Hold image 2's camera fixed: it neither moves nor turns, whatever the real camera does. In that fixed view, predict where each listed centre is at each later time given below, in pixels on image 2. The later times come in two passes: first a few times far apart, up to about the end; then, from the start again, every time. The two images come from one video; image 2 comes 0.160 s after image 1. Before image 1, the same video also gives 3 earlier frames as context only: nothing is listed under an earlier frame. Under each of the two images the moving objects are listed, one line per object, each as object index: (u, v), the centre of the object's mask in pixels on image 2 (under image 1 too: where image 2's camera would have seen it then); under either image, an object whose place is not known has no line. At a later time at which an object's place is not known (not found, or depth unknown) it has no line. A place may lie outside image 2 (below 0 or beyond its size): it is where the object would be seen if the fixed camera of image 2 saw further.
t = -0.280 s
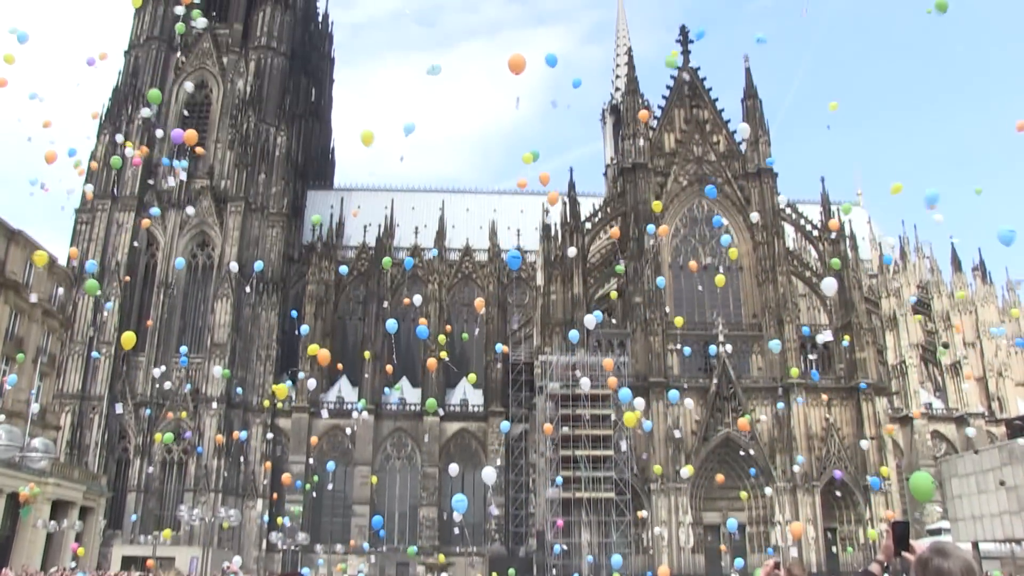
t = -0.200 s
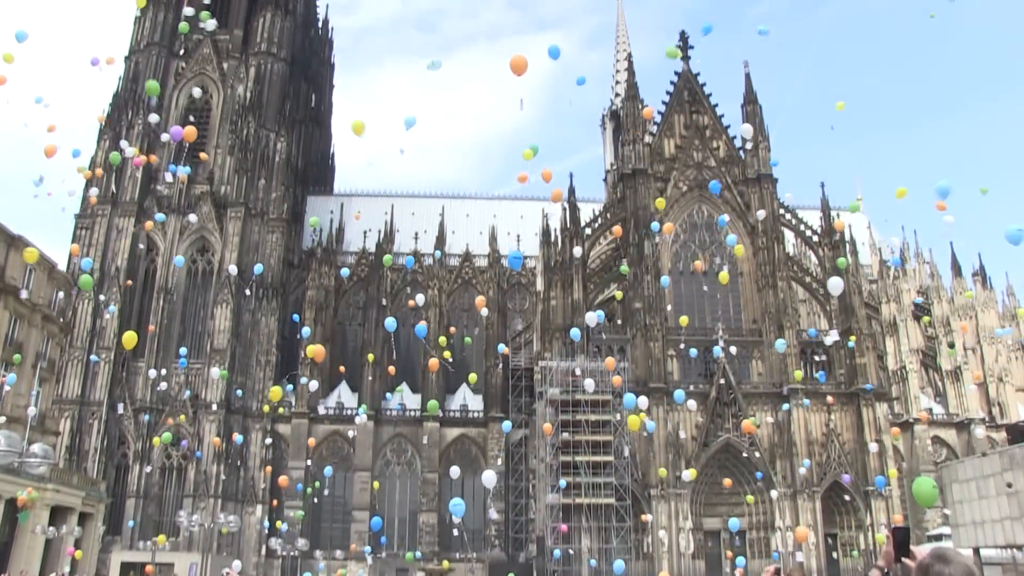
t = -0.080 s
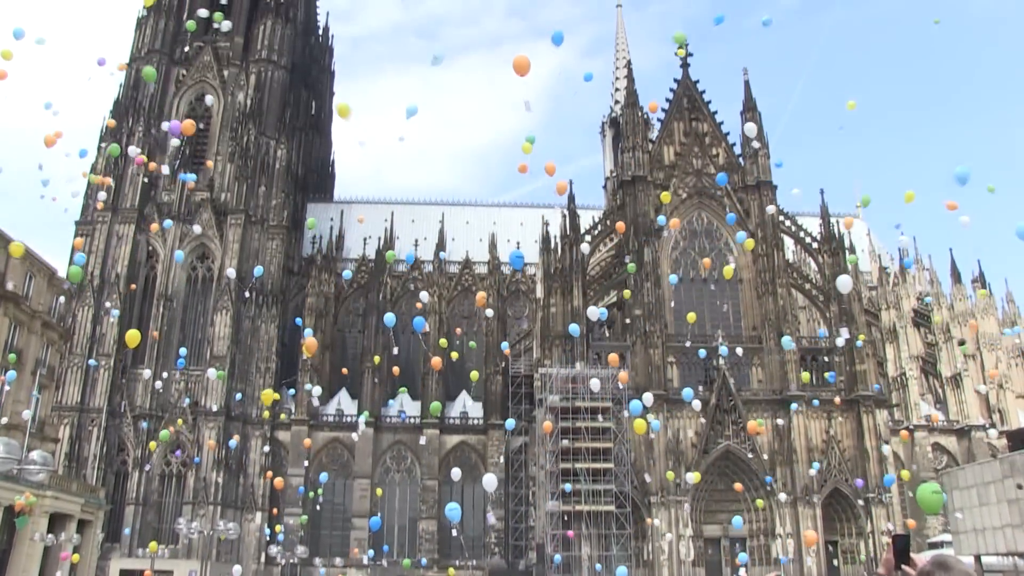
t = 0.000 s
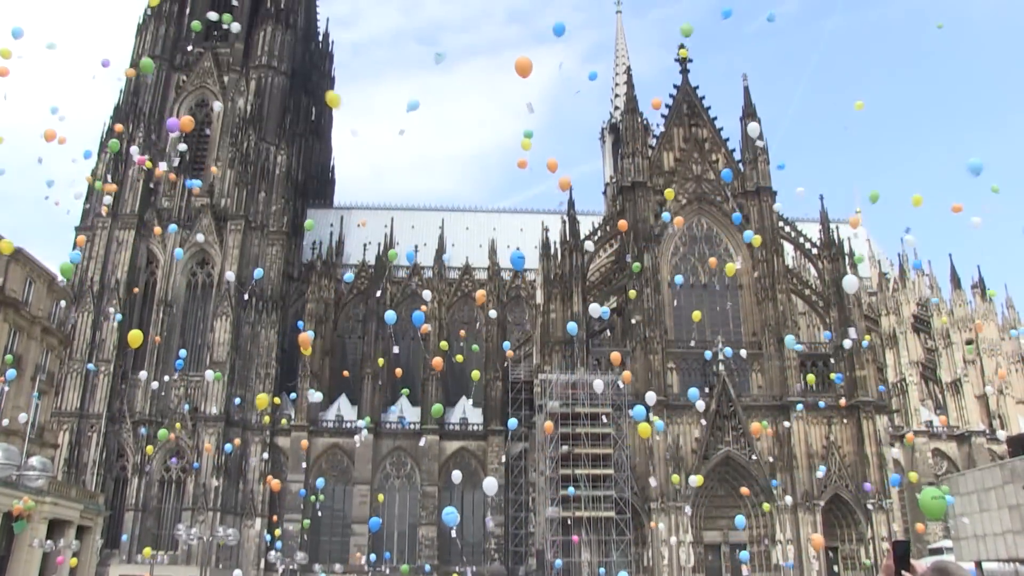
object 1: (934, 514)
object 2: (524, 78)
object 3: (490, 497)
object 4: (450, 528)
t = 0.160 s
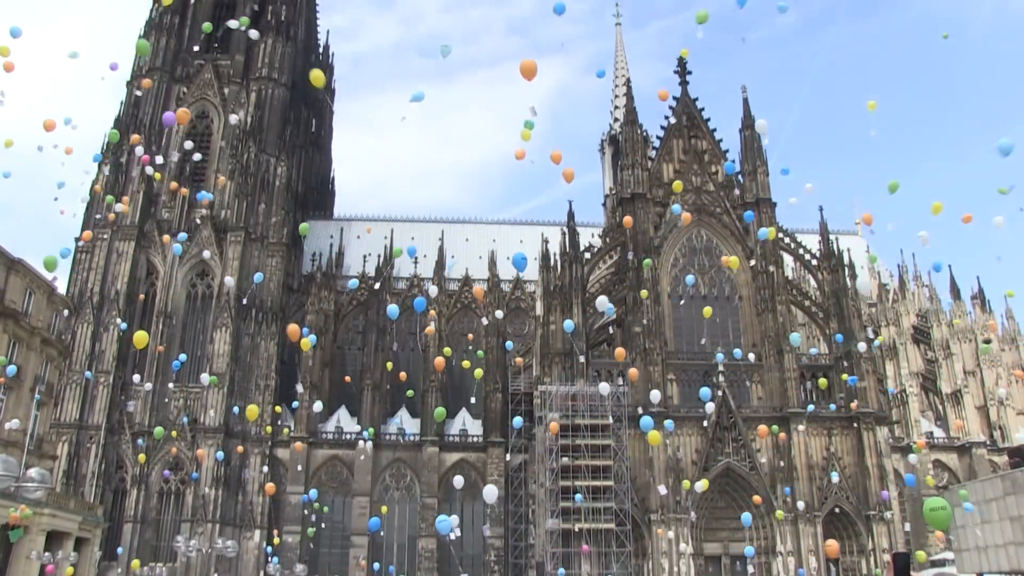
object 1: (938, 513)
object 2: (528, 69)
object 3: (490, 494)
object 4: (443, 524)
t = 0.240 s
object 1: (938, 512)
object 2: (531, 64)
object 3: (489, 492)
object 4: (440, 522)
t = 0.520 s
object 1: (933, 506)
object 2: (540, 44)
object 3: (480, 484)
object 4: (431, 512)
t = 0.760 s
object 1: (914, 490)
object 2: (547, 25)
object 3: (470, 475)
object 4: (424, 505)
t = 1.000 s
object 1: (885, 467)
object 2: (555, 3)
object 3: (458, 465)
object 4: (414, 500)
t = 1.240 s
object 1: (846, 441)
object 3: (441, 455)
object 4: (400, 495)
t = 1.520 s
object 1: (799, 420)
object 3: (420, 443)
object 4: (379, 493)
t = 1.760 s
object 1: (755, 408)
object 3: (405, 431)
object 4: (363, 493)
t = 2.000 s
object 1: (710, 400)
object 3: (394, 419)
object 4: (347, 493)
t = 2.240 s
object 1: (664, 393)
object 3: (384, 410)
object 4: (329, 491)
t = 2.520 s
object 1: (613, 381)
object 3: (370, 399)
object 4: (312, 489)
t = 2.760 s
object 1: (569, 365)
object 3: (358, 387)
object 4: (302, 487)
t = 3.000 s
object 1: (524, 340)
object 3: (348, 374)
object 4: (294, 485)
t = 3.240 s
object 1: (484, 312)
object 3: (340, 362)
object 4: (284, 483)
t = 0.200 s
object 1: (938, 512)
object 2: (530, 67)
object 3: (490, 492)
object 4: (441, 523)
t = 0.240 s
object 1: (938, 512)
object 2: (531, 64)
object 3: (489, 492)
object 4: (440, 522)
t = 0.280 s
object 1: (938, 511)
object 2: (532, 62)
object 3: (489, 491)
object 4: (439, 521)
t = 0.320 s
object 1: (938, 511)
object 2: (533, 59)
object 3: (488, 490)
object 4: (437, 519)
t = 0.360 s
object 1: (938, 511)
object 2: (534, 56)
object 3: (487, 489)
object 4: (435, 518)
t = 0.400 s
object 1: (937, 510)
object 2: (536, 53)
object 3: (485, 488)
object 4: (434, 516)
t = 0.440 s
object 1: (936, 509)
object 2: (537, 50)
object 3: (484, 486)
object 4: (433, 515)
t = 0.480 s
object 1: (935, 508)
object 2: (538, 48)
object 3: (482, 485)
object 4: (432, 514)
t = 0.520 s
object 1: (933, 506)
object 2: (540, 44)
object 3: (480, 484)
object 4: (431, 512)
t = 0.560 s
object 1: (931, 504)
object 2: (541, 41)
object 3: (479, 483)
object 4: (430, 511)
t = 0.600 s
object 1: (928, 502)
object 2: (542, 38)
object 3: (477, 481)
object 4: (429, 510)
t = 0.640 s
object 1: (925, 499)
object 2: (543, 35)
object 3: (475, 480)
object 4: (428, 509)
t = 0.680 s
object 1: (922, 497)
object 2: (544, 31)
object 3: (474, 478)
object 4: (427, 507)
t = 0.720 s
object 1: (918, 494)
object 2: (546, 28)
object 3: (472, 477)
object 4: (425, 506)
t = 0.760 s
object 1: (914, 490)
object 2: (547, 25)
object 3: (470, 475)
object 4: (424, 505)
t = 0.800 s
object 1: (910, 486)
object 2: (548, 21)
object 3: (468, 473)
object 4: (423, 504)
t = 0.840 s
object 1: (906, 483)
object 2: (549, 18)
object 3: (466, 472)
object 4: (421, 503)
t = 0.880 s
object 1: (900, 479)
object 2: (551, 14)
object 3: (464, 470)
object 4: (419, 502)
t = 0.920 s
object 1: (895, 475)
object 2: (552, 11)
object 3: (462, 468)
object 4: (418, 501)
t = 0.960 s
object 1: (890, 471)
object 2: (554, 7)
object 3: (460, 467)
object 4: (416, 501)
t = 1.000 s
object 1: (885, 467)
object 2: (555, 3)
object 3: (458, 465)
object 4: (414, 500)
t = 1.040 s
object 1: (878, 462)
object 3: (455, 463)
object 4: (412, 499)
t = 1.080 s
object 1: (873, 458)
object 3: (452, 461)
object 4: (410, 498)
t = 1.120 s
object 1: (866, 453)
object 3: (450, 460)
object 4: (407, 497)
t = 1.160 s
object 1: (860, 449)
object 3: (447, 458)
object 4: (405, 497)
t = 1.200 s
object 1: (853, 445)
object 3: (444, 457)
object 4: (402, 496)
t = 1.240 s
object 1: (846, 441)
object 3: (441, 455)
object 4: (400, 495)
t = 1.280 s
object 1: (840, 438)
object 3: (437, 454)
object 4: (396, 495)
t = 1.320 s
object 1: (833, 434)
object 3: (434, 452)
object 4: (394, 495)
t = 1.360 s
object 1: (826, 431)
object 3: (431, 450)
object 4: (390, 494)
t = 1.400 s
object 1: (819, 428)
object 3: (428, 449)
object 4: (388, 494)
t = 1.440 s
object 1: (813, 425)
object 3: (425, 447)
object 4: (385, 494)
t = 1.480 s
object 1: (806, 422)
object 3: (423, 445)
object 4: (382, 494)
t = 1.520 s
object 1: (799, 420)
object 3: (420, 443)
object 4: (379, 493)
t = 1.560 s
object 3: (417, 441)
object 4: (376, 493)
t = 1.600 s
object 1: (784, 415)
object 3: (414, 440)
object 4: (374, 494)
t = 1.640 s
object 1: (777, 413)
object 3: (412, 438)
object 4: (371, 493)
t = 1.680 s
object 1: (770, 411)
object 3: (410, 436)
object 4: (368, 493)
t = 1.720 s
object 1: (762, 409)
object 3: (408, 433)
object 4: (366, 493)
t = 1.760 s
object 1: (755, 408)
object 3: (405, 431)
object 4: (363, 493)
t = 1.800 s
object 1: (748, 407)
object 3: (404, 429)
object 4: (361, 493)
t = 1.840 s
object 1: (740, 405)
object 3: (402, 427)
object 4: (358, 493)
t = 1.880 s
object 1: (732, 404)
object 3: (400, 425)
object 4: (355, 493)
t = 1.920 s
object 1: (724, 403)
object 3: (398, 423)
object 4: (353, 494)
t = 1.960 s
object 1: (717, 402)
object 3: (396, 422)
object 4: (350, 494)
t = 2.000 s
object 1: (710, 400)
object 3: (394, 419)
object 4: (347, 493)
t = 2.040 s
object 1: (702, 399)
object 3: (392, 418)
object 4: (344, 493)
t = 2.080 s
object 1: (695, 397)
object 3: (390, 416)
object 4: (342, 493)
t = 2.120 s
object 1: (688, 396)
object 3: (389, 415)
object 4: (338, 493)
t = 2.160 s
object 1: (680, 395)
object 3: (387, 413)
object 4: (335, 492)
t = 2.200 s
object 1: (672, 394)
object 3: (386, 412)
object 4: (332, 492)
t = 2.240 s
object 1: (664, 393)
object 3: (384, 410)
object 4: (329, 491)
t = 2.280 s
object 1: (657, 391)
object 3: (382, 408)
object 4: (326, 491)
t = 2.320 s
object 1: (650, 390)
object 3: (380, 407)
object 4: (324, 491)
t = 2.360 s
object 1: (642, 389)
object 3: (378, 405)
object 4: (321, 491)
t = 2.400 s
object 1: (635, 387)
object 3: (376, 404)
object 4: (318, 490)
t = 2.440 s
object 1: (628, 385)
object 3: (374, 402)
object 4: (316, 490)
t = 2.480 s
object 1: (620, 383)
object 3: (372, 400)
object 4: (314, 490)
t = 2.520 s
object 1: (613, 381)
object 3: (370, 399)
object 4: (312, 489)
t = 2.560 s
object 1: (606, 379)
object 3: (368, 397)
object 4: (310, 489)
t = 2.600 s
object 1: (598, 376)
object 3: (366, 395)
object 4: (308, 488)
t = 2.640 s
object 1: (591, 374)
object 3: (364, 393)
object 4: (307, 488)
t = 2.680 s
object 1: (584, 371)
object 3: (362, 391)
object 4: (305, 488)
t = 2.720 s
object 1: (576, 368)
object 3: (360, 389)
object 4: (304, 488)
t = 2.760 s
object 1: (569, 365)
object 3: (358, 387)
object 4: (302, 487)
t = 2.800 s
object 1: (561, 361)
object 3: (356, 385)
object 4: (301, 487)
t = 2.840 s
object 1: (554, 357)
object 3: (354, 383)
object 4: (300, 486)
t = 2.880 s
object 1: (546, 353)
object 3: (353, 381)
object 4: (298, 486)
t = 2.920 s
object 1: (539, 349)
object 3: (351, 379)
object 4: (297, 486)
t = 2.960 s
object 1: (531, 344)
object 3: (350, 376)
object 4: (295, 485)
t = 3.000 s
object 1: (524, 340)
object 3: (348, 374)
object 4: (294, 485)
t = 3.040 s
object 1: (517, 335)
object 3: (347, 372)
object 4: (292, 485)
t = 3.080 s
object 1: (511, 331)
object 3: (346, 370)
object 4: (291, 484)
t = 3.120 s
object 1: (504, 327)
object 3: (345, 369)
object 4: (289, 484)
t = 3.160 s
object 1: (497, 322)
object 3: (343, 367)
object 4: (287, 484)
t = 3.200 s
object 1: (490, 317)
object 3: (342, 365)
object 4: (286, 483)
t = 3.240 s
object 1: (484, 312)
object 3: (340, 362)
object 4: (284, 483)
